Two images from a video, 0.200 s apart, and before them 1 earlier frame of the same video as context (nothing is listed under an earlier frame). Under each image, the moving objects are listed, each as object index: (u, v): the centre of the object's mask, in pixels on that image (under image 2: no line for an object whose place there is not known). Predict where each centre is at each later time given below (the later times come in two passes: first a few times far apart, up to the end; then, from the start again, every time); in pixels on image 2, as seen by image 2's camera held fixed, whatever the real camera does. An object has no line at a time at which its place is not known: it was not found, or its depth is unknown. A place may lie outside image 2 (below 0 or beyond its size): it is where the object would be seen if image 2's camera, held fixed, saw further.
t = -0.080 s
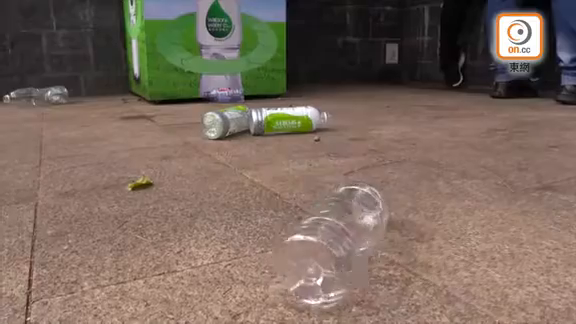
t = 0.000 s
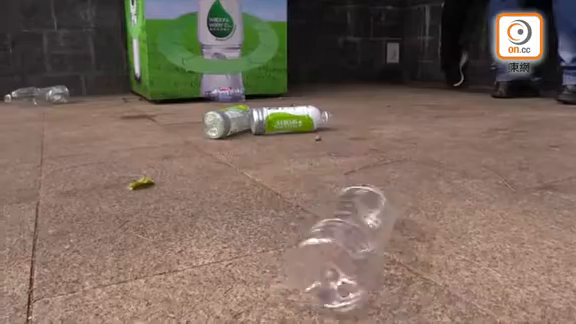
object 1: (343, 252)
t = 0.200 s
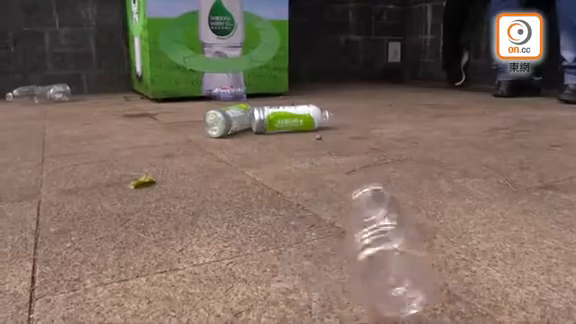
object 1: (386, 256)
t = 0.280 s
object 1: (417, 255)
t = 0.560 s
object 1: (498, 242)
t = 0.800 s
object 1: (523, 215)
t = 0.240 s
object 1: (397, 257)
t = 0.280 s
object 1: (417, 255)
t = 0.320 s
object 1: (430, 257)
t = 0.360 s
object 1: (443, 256)
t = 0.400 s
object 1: (446, 250)
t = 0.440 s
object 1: (465, 249)
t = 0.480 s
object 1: (474, 246)
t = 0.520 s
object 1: (487, 246)
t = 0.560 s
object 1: (498, 242)
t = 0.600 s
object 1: (503, 238)
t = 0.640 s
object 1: (506, 232)
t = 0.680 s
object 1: (512, 227)
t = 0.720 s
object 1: (516, 224)
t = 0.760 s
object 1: (520, 219)
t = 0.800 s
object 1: (523, 215)
